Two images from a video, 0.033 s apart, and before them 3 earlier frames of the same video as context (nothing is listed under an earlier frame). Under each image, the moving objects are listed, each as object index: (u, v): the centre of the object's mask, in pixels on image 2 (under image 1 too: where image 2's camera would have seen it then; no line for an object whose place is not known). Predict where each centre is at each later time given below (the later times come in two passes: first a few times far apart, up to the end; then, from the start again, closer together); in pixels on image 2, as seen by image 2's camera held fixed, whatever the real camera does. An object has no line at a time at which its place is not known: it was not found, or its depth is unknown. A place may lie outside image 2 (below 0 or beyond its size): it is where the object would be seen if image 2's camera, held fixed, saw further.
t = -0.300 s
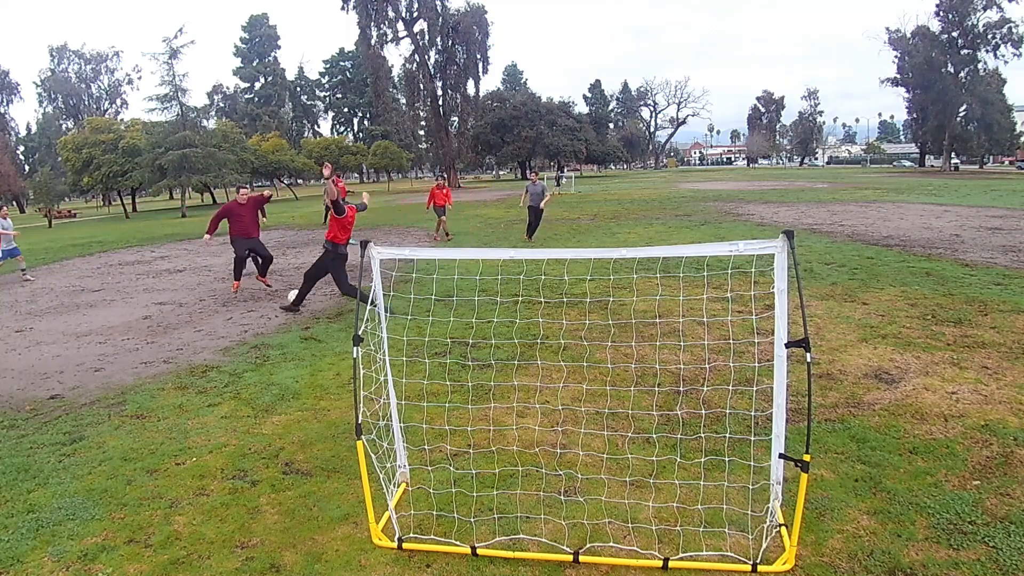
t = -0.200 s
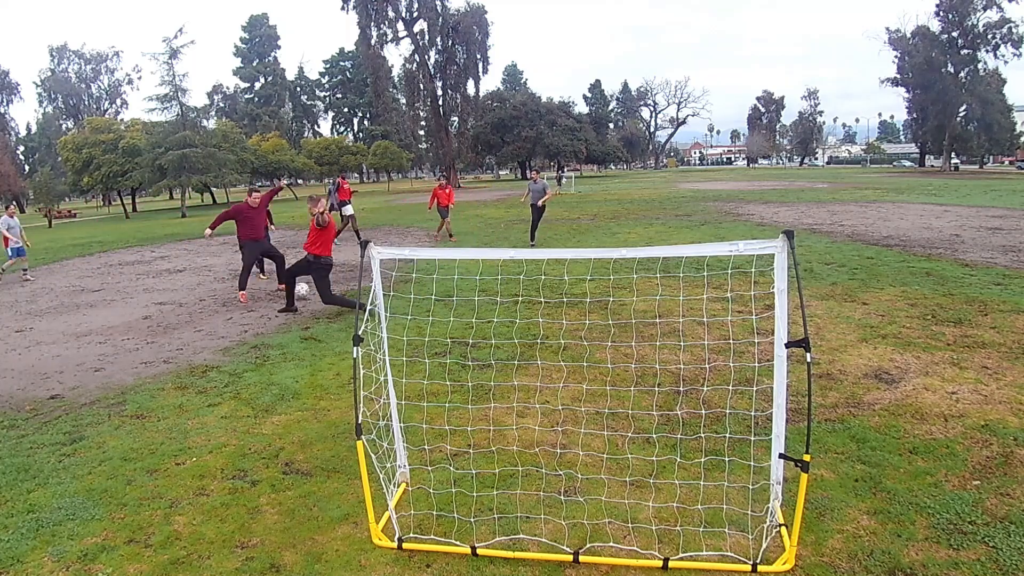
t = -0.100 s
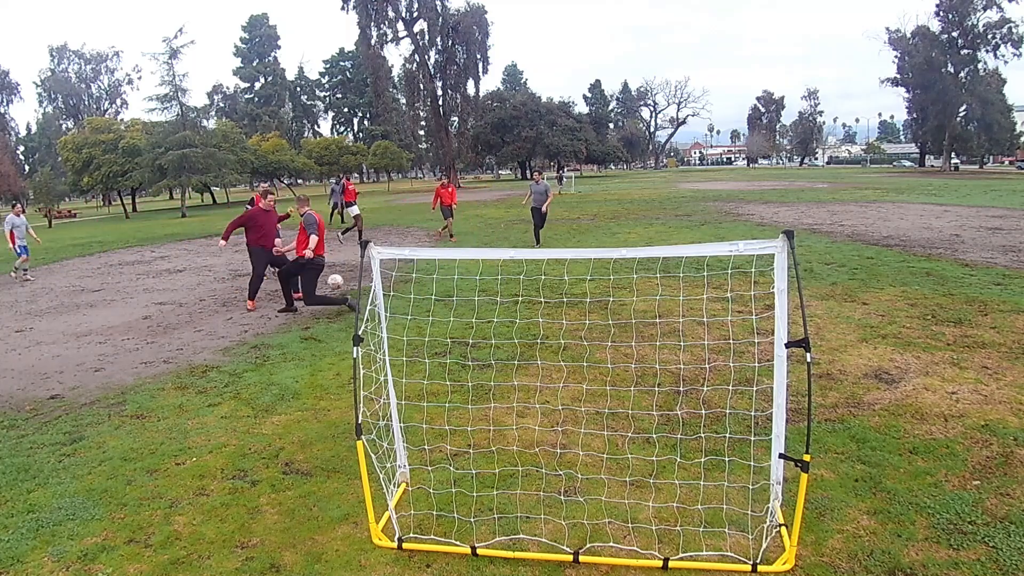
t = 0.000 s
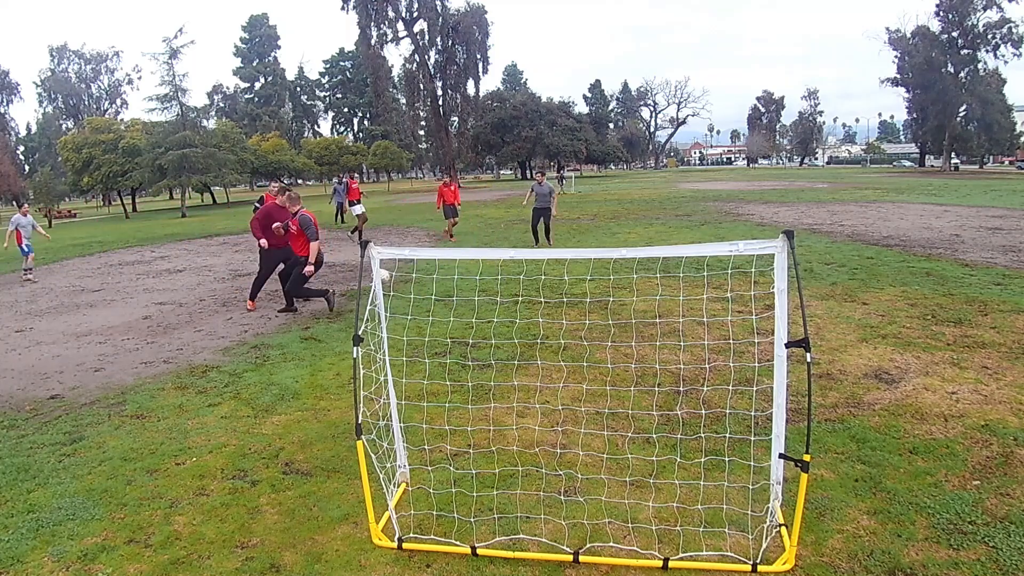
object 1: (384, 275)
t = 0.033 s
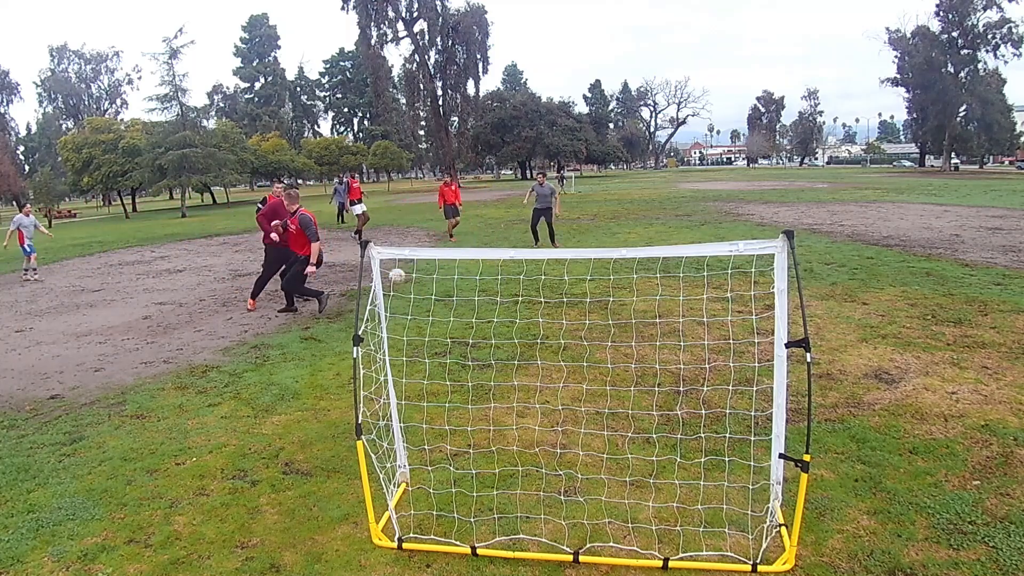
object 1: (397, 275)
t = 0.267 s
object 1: (506, 282)
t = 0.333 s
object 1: (530, 276)
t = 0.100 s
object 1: (429, 276)
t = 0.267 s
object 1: (506, 282)
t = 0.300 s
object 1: (519, 278)
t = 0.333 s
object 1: (530, 276)
